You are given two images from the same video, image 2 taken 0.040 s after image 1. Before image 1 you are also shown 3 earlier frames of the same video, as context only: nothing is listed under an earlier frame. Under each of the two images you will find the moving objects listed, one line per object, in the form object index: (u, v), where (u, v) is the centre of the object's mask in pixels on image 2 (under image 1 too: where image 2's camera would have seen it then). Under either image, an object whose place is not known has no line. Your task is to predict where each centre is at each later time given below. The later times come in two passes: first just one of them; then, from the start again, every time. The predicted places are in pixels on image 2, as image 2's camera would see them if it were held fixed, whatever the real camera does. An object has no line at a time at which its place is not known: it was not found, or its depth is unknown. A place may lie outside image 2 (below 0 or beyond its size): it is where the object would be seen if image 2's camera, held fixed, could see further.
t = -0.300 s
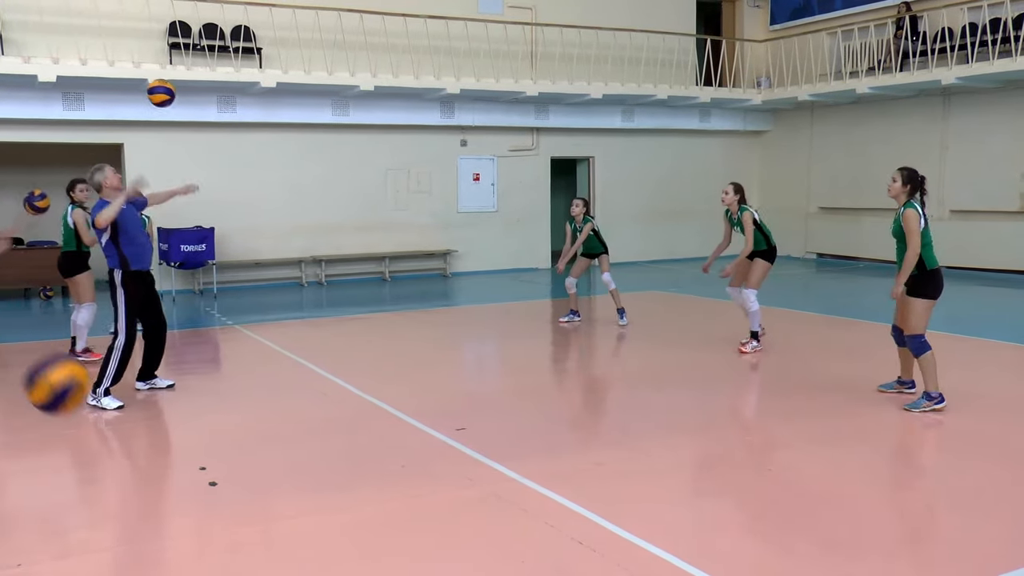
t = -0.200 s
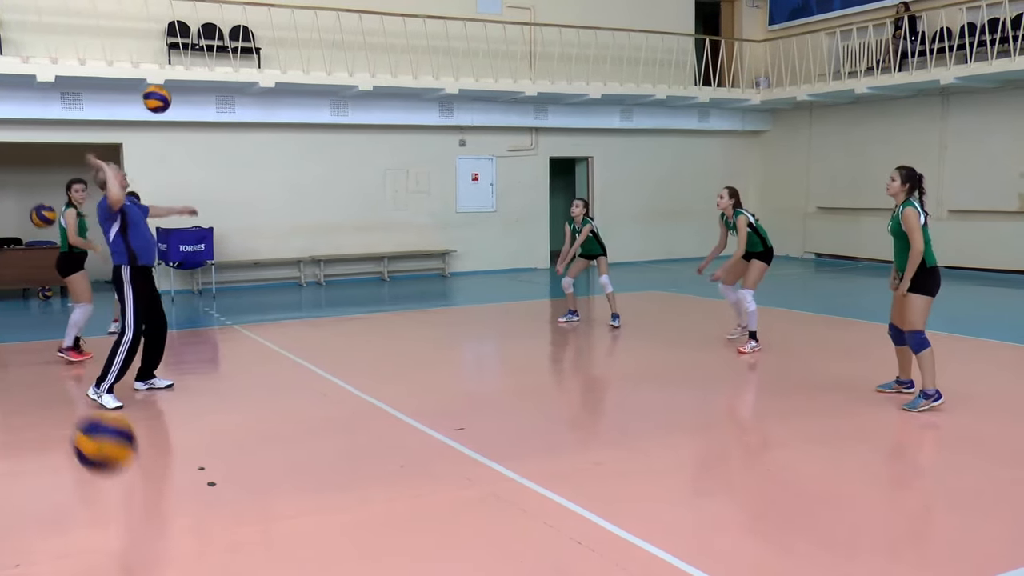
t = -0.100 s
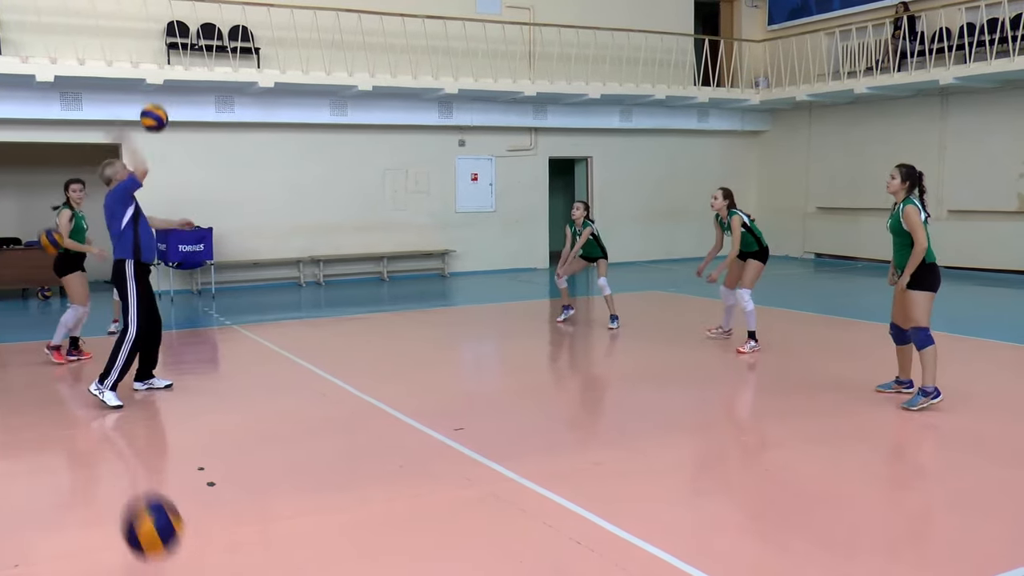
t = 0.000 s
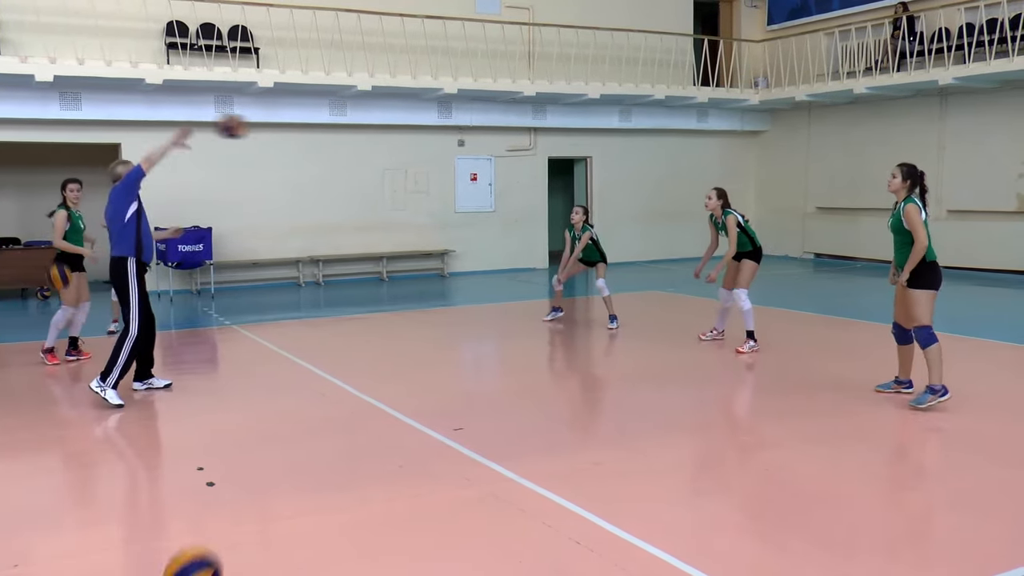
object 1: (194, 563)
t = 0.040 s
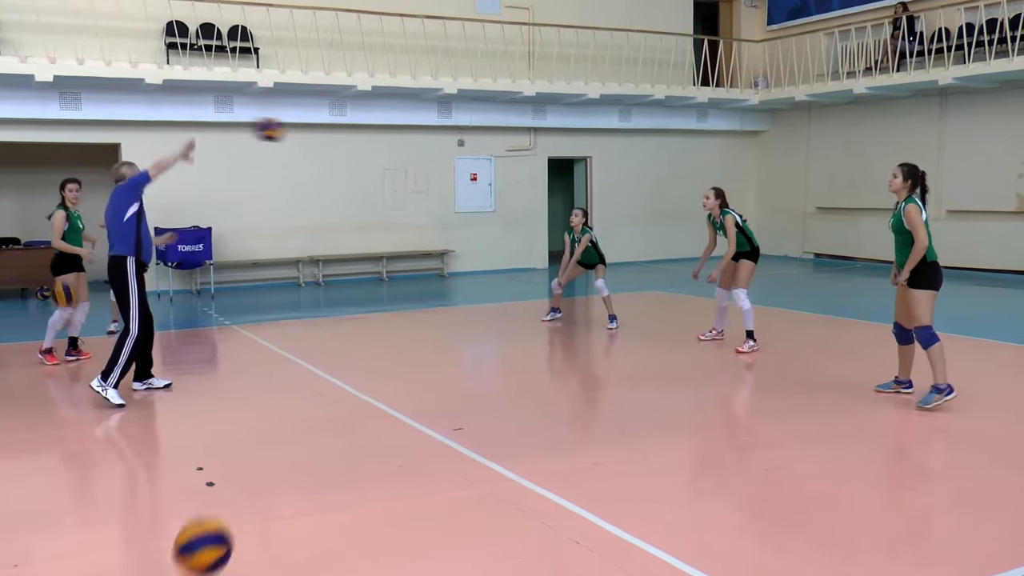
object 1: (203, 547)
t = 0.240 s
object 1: (257, 455)
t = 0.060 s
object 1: (208, 533)
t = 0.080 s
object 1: (214, 520)
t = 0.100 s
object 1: (219, 509)
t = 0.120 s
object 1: (225, 498)
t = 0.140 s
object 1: (230, 489)
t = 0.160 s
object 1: (233, 480)
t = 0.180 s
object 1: (239, 472)
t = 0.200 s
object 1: (246, 465)
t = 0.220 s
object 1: (251, 460)
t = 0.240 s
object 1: (257, 455)
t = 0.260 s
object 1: (263, 451)
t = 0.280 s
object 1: (269, 449)
